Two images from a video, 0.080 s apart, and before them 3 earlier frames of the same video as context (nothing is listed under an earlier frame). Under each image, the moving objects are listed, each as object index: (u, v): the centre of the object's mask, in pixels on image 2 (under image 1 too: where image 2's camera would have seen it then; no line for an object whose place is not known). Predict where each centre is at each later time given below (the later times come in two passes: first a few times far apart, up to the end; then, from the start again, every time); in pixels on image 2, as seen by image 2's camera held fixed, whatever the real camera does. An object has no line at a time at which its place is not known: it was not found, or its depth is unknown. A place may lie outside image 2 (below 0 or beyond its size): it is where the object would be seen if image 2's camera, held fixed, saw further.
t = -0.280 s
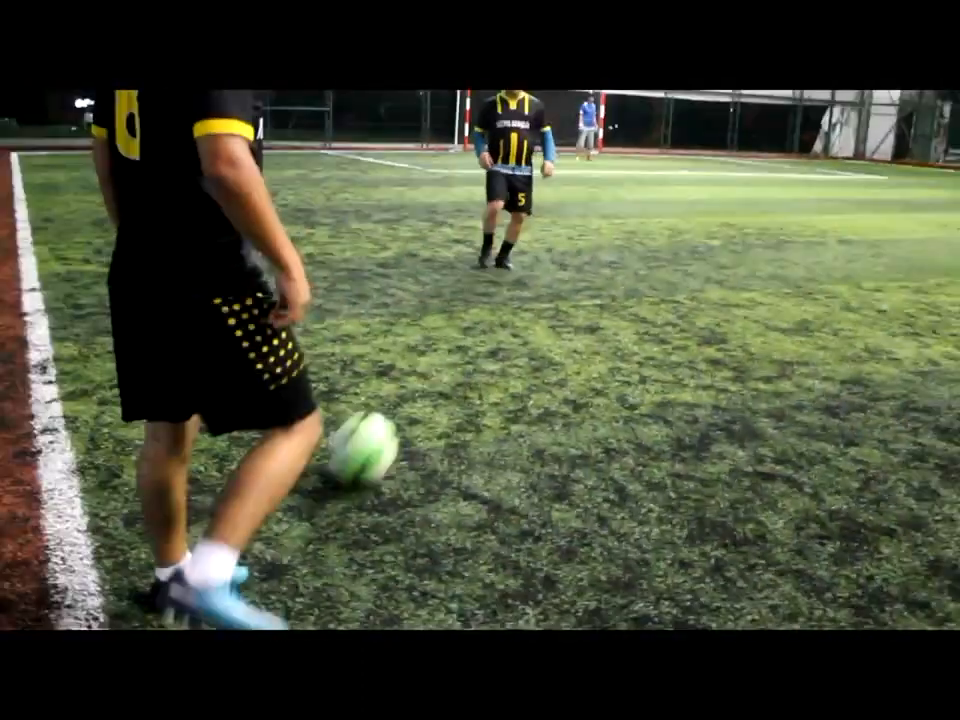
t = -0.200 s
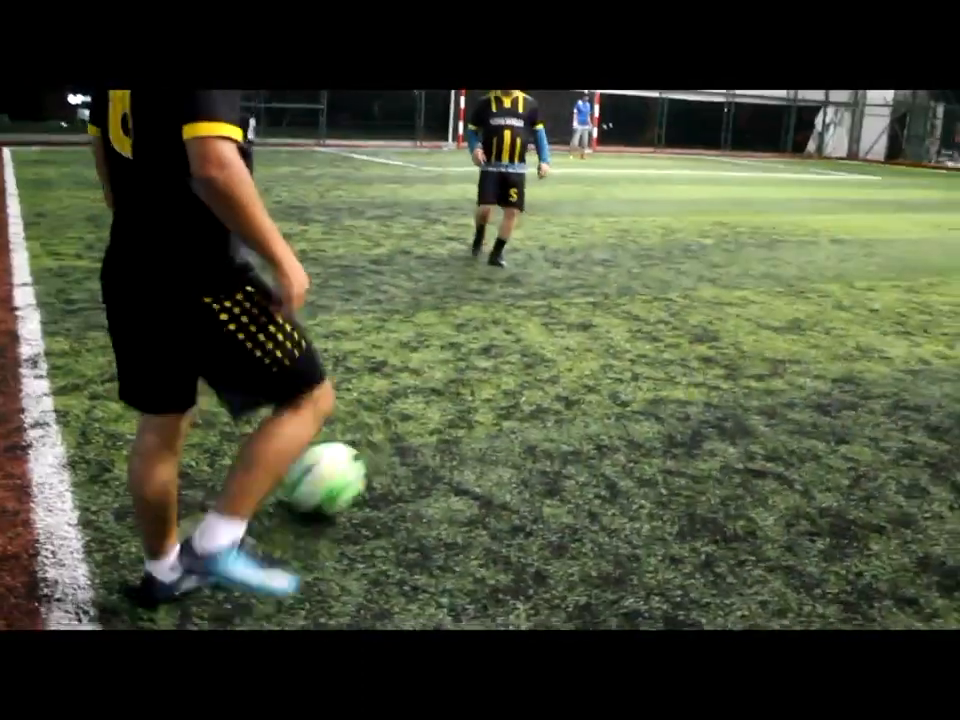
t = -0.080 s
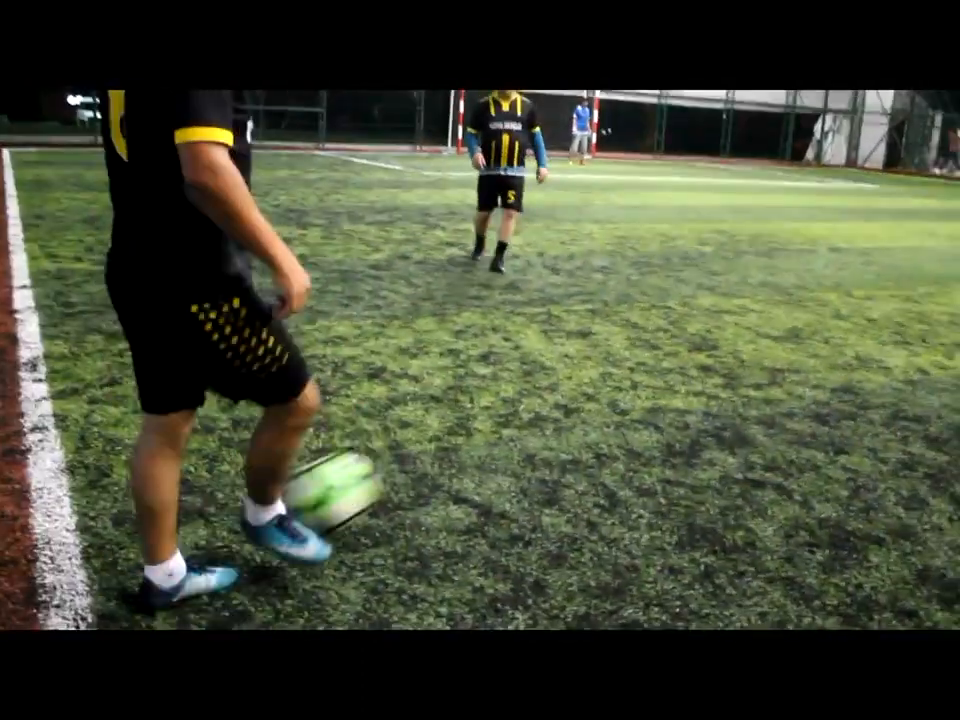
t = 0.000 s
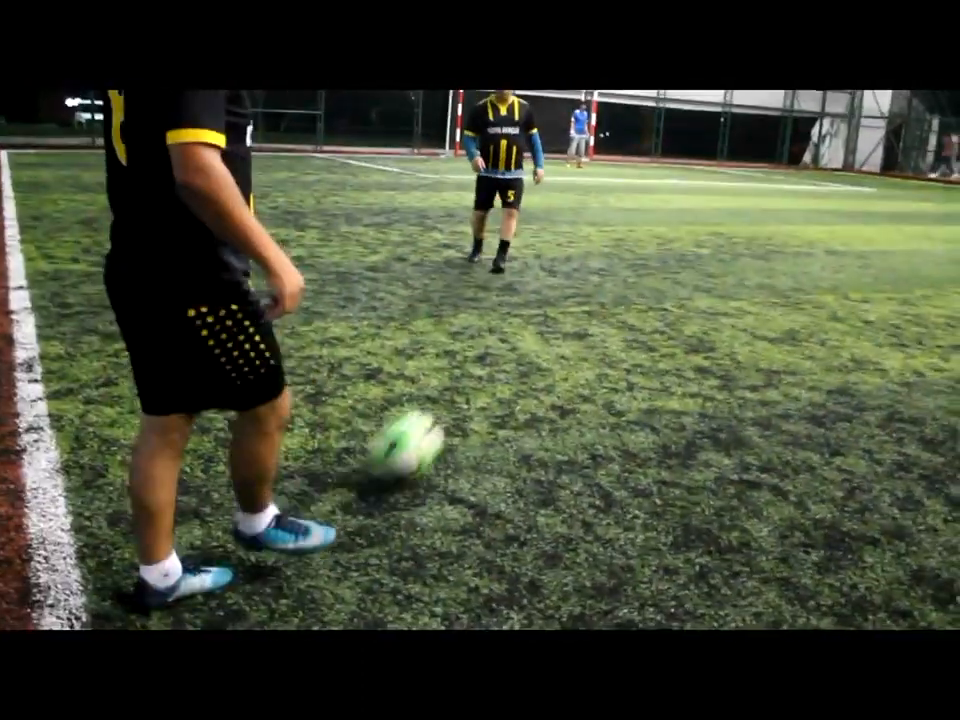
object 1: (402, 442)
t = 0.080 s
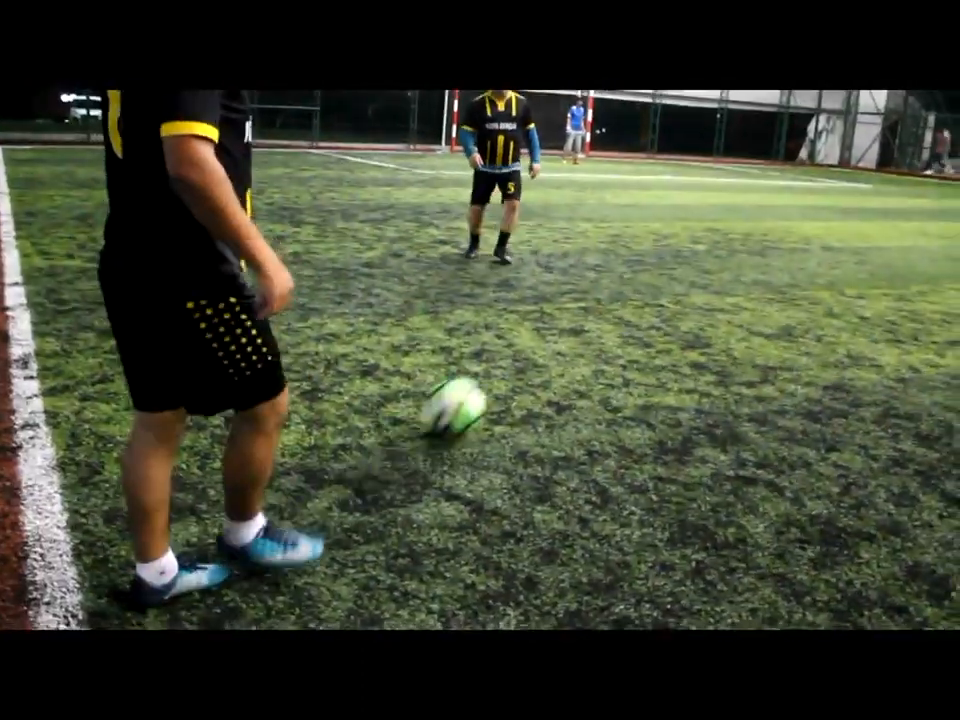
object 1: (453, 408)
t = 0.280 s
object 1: (533, 355)
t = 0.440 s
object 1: (564, 325)
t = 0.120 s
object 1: (474, 392)
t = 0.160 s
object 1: (492, 382)
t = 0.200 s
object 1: (507, 372)
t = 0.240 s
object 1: (521, 360)
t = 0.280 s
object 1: (533, 355)
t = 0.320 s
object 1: (542, 346)
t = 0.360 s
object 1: (551, 336)
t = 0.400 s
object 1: (557, 329)
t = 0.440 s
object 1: (564, 325)
